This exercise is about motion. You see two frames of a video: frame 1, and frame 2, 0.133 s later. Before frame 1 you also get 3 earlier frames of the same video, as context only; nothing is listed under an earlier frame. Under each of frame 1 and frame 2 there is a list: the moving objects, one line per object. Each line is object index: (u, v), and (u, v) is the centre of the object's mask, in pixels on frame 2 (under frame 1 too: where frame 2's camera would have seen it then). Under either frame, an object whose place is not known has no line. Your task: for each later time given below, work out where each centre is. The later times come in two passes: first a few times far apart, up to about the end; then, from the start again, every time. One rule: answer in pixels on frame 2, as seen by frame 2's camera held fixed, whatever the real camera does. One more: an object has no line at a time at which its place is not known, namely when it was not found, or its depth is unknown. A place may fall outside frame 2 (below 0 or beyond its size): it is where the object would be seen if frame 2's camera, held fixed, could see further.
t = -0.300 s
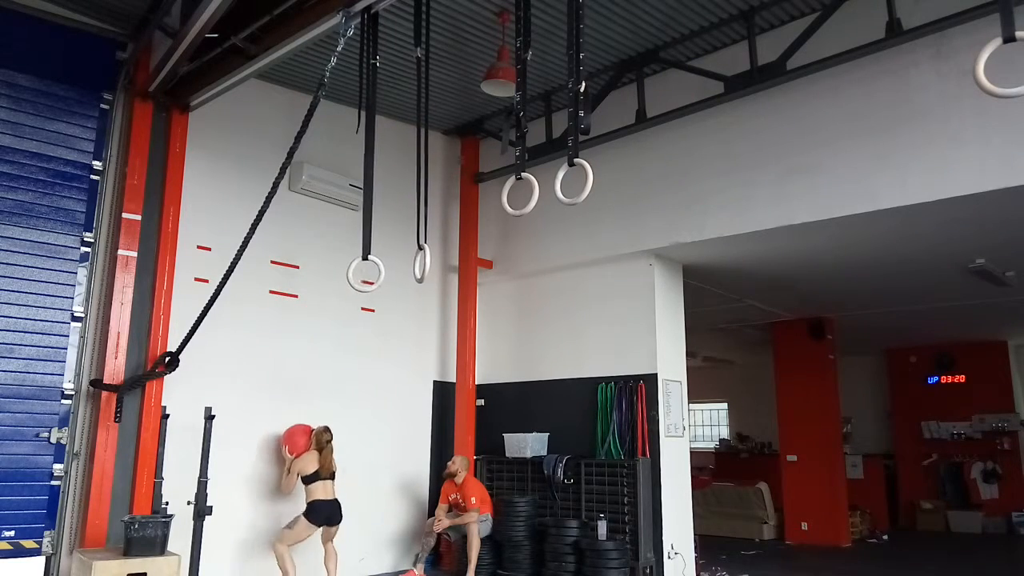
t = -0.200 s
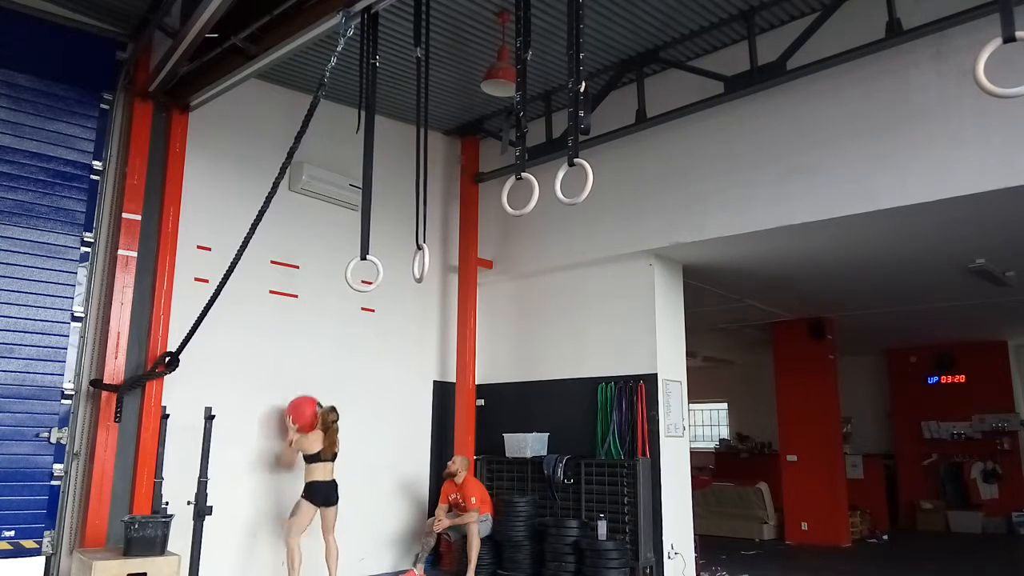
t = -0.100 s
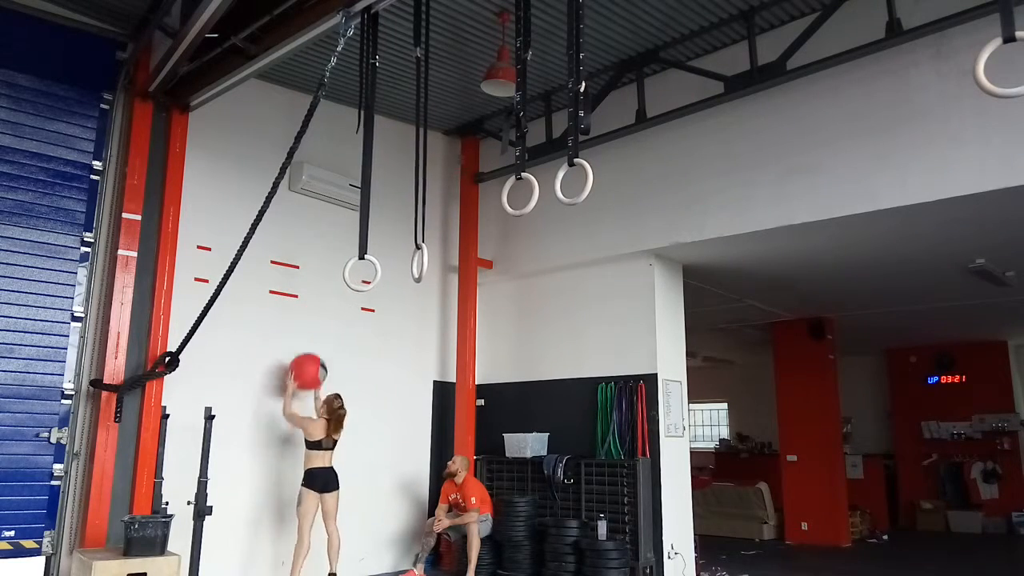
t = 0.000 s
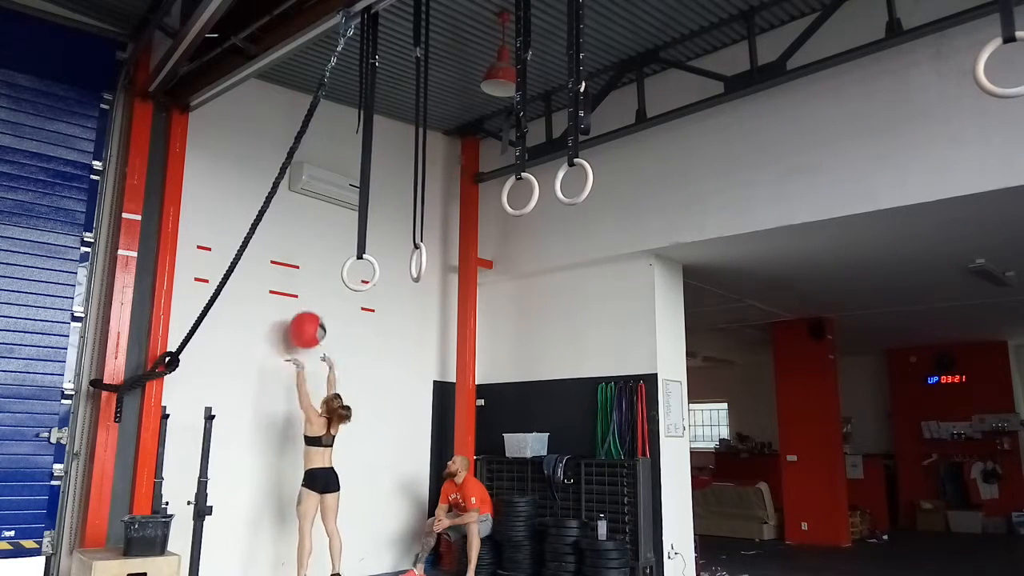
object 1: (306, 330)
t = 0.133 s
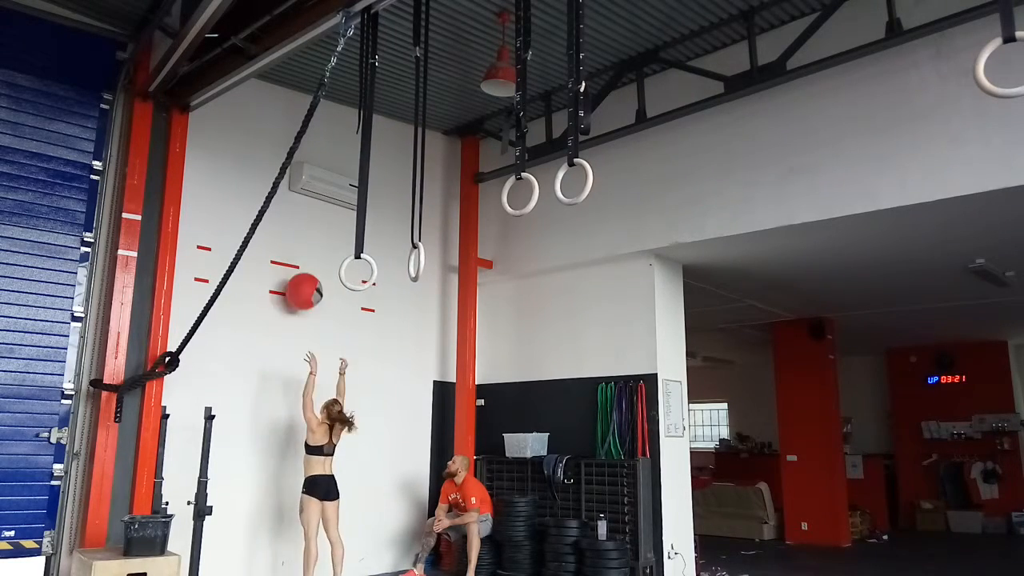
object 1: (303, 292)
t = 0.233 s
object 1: (300, 274)
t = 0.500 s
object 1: (303, 277)
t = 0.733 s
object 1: (302, 337)
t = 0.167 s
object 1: (302, 285)
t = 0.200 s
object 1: (301, 279)
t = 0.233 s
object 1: (300, 274)
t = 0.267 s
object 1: (299, 272)
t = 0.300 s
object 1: (300, 269)
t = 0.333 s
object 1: (300, 268)
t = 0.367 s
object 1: (301, 268)
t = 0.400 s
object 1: (301, 269)
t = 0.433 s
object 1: (302, 270)
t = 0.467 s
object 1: (302, 273)
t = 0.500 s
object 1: (303, 277)
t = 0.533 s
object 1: (303, 282)
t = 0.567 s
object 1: (303, 288)
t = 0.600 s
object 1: (303, 295)
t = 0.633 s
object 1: (304, 304)
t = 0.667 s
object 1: (303, 313)
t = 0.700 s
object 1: (303, 324)
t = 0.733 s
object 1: (302, 337)
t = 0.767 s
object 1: (302, 350)
